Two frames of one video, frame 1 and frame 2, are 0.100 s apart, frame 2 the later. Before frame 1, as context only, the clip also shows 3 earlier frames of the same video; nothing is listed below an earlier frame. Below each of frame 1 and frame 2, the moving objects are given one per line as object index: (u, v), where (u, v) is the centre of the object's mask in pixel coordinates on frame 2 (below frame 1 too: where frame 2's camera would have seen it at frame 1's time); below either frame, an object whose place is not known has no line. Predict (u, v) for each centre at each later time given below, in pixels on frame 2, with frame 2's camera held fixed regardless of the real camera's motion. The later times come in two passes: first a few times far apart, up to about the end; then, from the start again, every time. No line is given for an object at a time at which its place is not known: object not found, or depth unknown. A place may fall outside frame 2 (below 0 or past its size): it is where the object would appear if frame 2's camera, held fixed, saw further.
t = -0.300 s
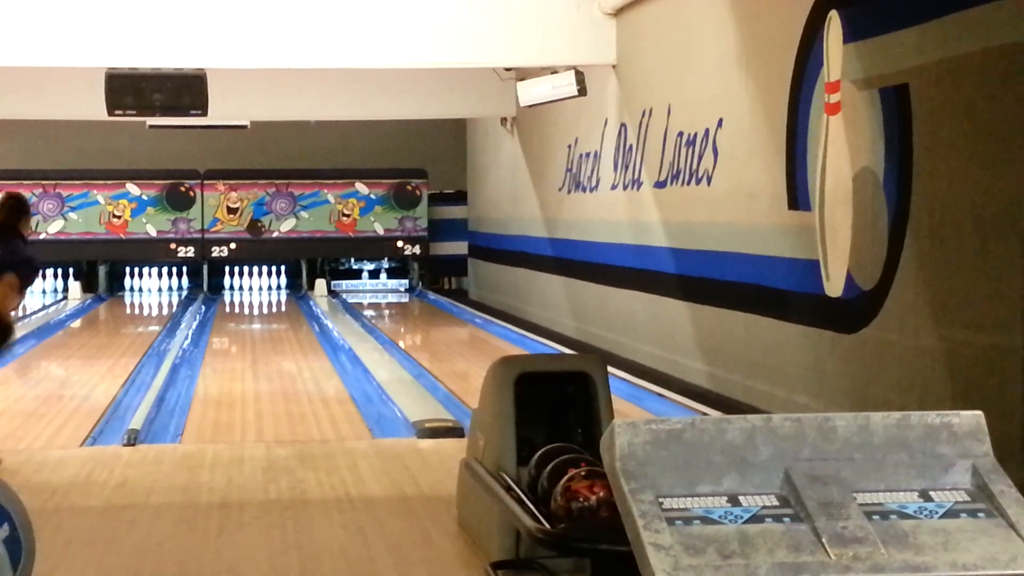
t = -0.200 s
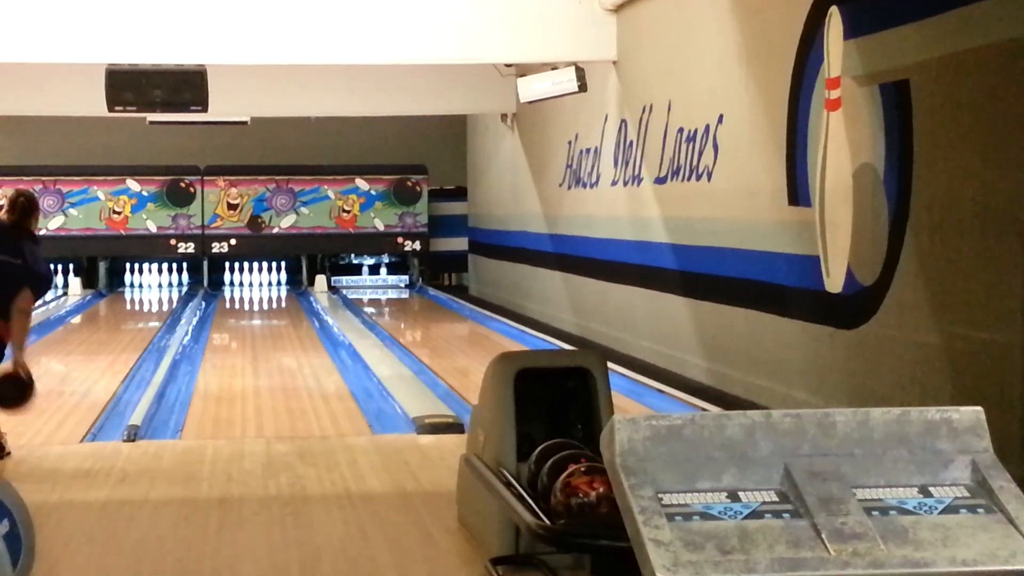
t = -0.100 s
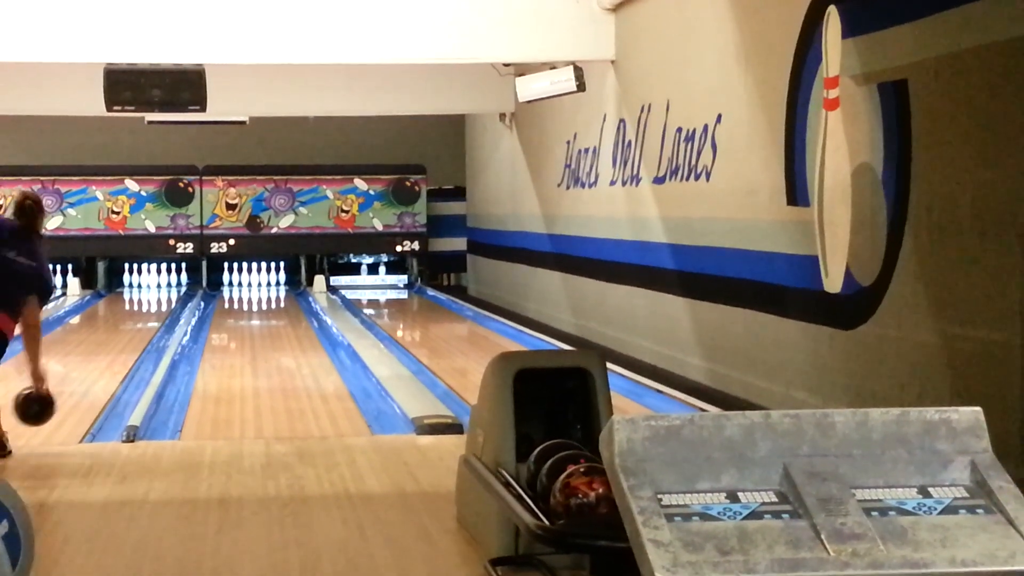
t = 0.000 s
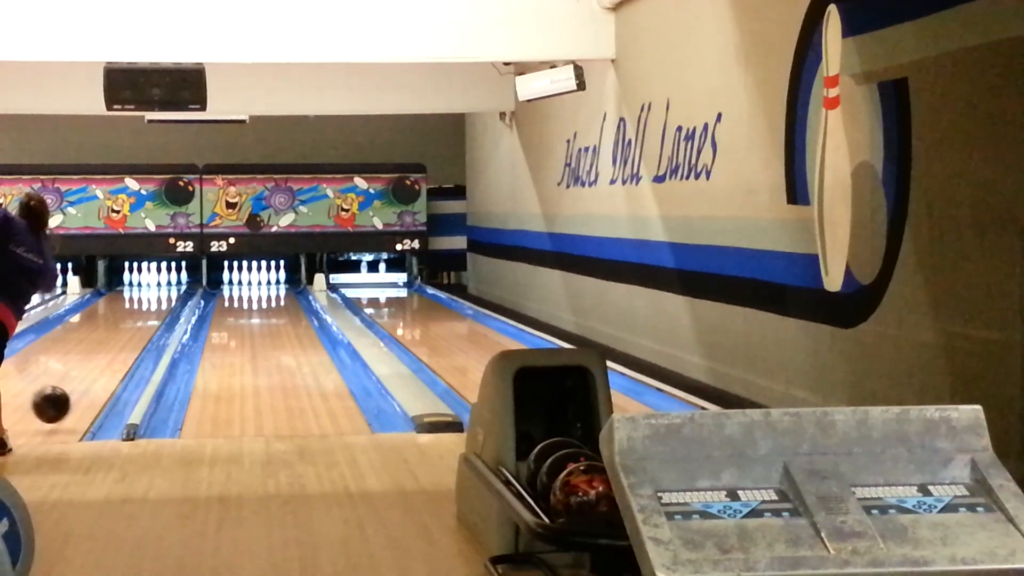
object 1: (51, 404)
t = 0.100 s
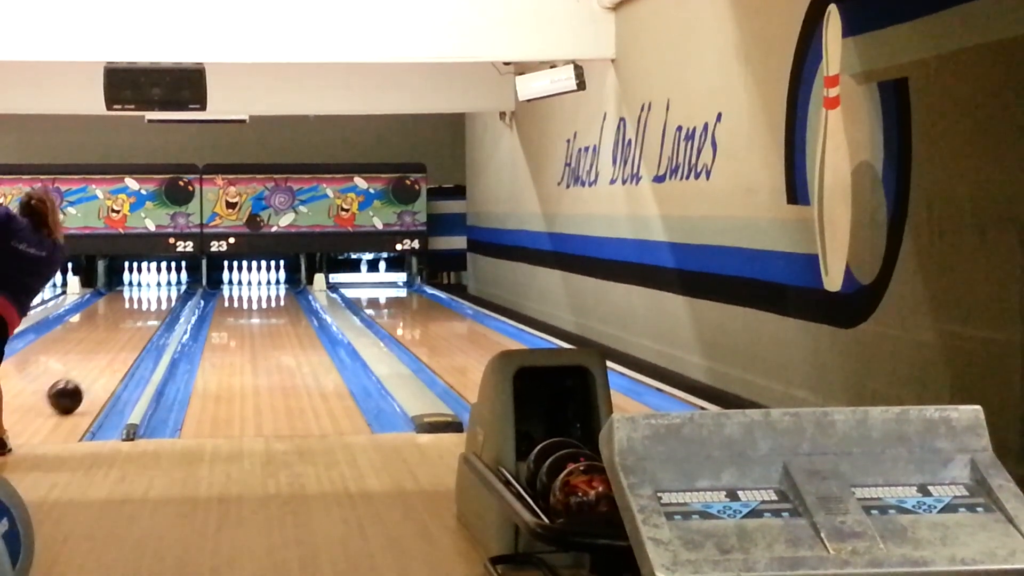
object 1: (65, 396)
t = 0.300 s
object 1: (87, 371)
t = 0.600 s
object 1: (111, 344)
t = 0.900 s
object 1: (127, 325)
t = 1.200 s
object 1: (138, 312)
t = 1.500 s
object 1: (146, 301)
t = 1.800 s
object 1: (151, 292)
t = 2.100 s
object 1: (153, 286)
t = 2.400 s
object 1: (151, 281)
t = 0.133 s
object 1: (69, 391)
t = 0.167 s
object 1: (73, 387)
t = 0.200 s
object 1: (77, 383)
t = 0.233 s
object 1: (80, 379)
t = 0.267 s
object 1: (84, 375)
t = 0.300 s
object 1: (87, 371)
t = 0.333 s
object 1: (90, 368)
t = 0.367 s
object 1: (93, 364)
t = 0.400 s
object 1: (96, 361)
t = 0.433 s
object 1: (99, 358)
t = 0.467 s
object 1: (101, 355)
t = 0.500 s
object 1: (104, 352)
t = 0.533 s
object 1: (106, 349)
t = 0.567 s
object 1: (108, 347)
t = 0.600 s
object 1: (111, 344)
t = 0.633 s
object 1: (113, 342)
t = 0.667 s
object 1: (115, 340)
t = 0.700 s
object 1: (116, 338)
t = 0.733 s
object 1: (118, 335)
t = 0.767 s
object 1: (120, 333)
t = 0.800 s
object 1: (122, 332)
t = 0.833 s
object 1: (123, 329)
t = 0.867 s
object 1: (125, 327)
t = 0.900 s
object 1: (127, 325)
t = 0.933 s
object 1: (128, 324)
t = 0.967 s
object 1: (130, 322)
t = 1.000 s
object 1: (131, 320)
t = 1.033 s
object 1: (132, 319)
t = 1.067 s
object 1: (133, 317)
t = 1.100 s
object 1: (134, 316)
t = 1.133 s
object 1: (136, 315)
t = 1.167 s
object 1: (137, 313)
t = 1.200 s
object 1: (138, 312)
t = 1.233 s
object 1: (139, 311)
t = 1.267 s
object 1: (140, 309)
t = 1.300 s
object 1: (141, 308)
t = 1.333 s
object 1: (142, 306)
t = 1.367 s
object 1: (143, 306)
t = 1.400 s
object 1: (144, 304)
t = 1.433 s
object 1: (145, 303)
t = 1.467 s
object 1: (145, 302)
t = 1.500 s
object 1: (146, 301)
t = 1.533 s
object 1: (147, 299)
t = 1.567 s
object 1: (147, 298)
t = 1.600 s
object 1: (148, 298)
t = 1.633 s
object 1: (149, 297)
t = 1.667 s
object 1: (149, 296)
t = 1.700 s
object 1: (150, 295)
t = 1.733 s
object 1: (150, 294)
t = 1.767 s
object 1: (151, 293)
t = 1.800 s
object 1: (151, 292)
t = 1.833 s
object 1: (151, 291)
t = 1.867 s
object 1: (152, 290)
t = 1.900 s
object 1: (152, 290)
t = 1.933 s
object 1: (152, 289)
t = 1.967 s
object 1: (152, 288)
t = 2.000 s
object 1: (152, 288)
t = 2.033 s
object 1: (153, 287)
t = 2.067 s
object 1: (153, 286)
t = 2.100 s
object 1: (153, 286)
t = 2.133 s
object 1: (153, 285)
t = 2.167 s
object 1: (153, 284)
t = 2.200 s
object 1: (152, 284)
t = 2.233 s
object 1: (152, 283)
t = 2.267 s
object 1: (152, 283)
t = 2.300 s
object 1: (152, 282)
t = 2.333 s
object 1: (152, 282)
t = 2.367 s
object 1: (152, 281)
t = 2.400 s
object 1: (151, 281)
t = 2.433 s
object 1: (151, 280)
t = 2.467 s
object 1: (150, 280)
